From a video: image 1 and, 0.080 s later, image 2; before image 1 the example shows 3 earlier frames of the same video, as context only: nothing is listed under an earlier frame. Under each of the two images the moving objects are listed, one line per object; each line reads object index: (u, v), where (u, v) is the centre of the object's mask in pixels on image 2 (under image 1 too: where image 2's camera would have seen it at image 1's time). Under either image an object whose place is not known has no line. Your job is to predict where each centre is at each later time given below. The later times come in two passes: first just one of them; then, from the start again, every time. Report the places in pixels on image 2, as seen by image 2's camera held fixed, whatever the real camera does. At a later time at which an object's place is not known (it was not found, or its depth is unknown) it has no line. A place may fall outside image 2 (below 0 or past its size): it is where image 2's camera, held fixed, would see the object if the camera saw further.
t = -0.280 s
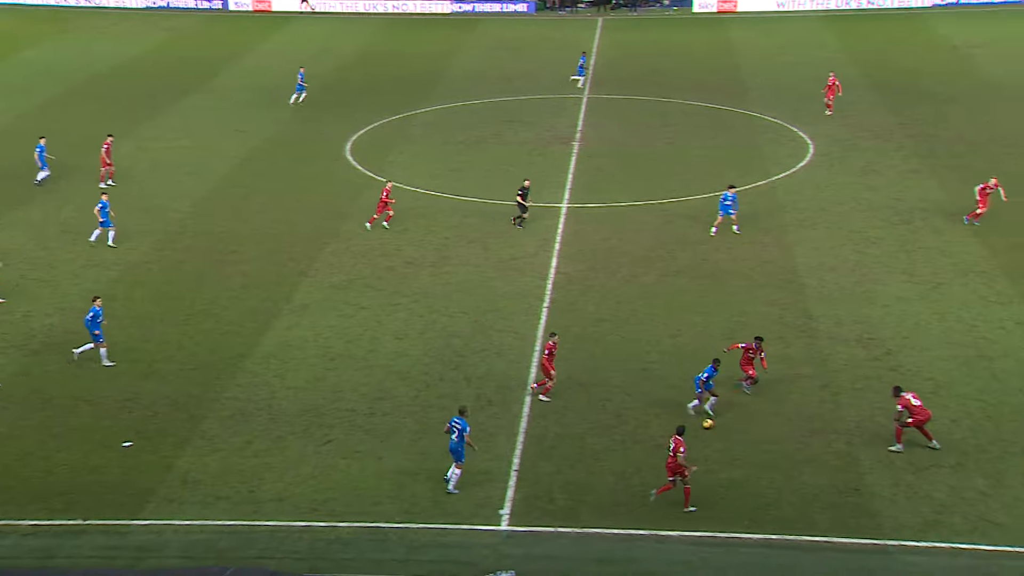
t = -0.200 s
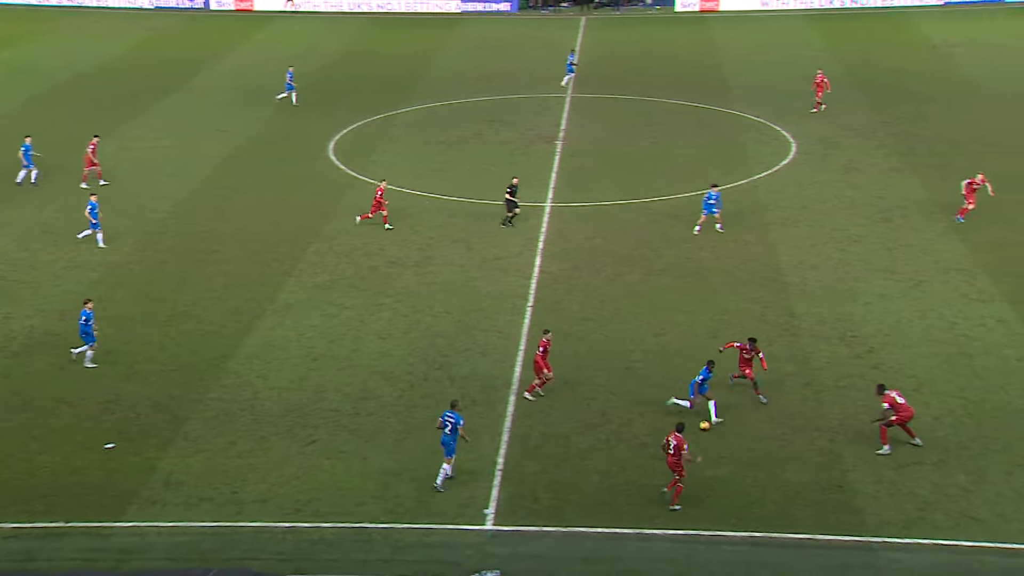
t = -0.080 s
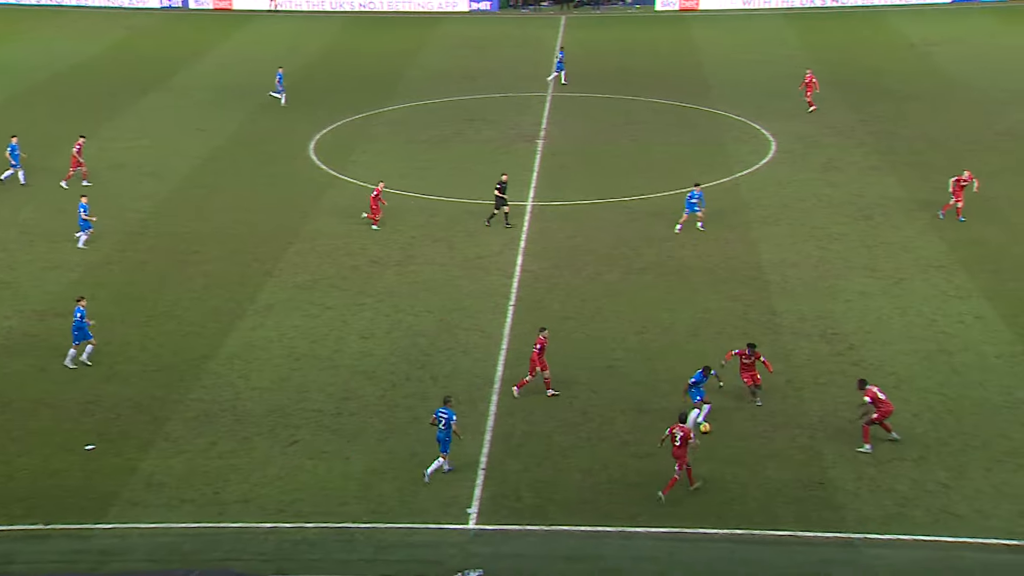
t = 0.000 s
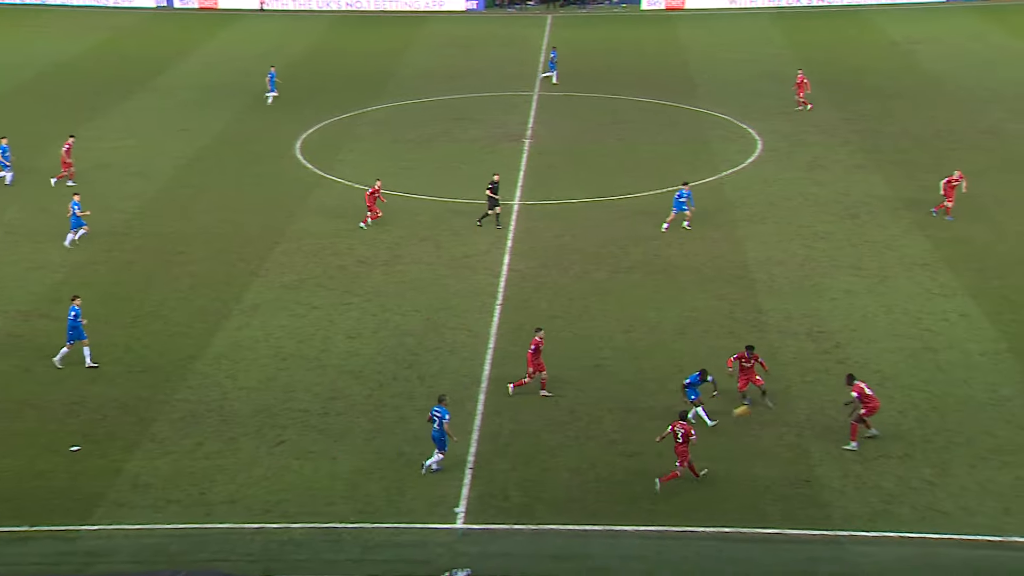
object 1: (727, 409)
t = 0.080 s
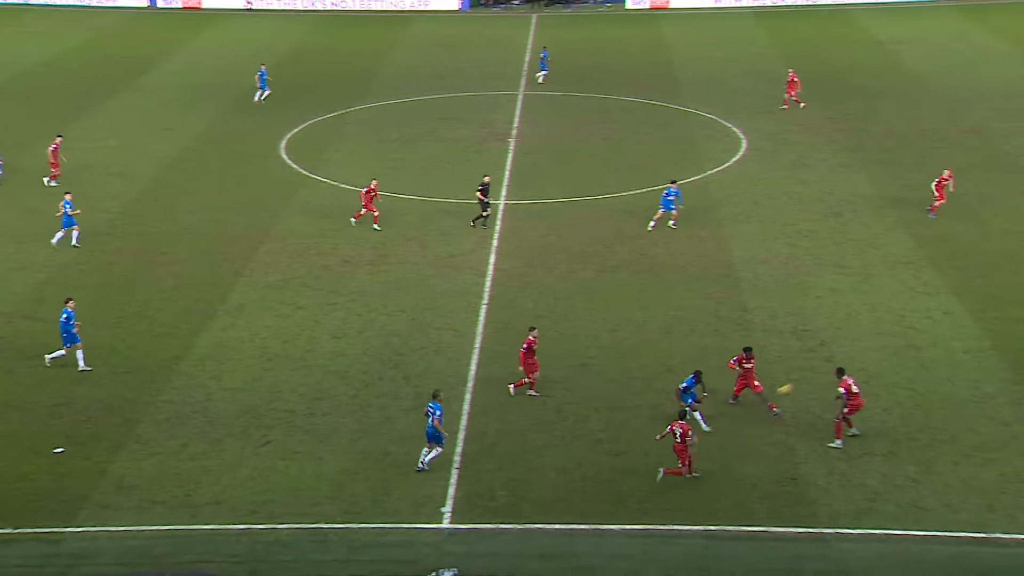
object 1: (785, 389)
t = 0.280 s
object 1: (924, 350)
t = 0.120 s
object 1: (815, 380)
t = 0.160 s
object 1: (839, 373)
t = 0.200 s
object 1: (870, 364)
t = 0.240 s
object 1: (897, 357)
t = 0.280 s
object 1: (924, 350)
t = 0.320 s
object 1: (950, 344)
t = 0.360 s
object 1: (974, 339)
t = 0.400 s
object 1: (1000, 333)
